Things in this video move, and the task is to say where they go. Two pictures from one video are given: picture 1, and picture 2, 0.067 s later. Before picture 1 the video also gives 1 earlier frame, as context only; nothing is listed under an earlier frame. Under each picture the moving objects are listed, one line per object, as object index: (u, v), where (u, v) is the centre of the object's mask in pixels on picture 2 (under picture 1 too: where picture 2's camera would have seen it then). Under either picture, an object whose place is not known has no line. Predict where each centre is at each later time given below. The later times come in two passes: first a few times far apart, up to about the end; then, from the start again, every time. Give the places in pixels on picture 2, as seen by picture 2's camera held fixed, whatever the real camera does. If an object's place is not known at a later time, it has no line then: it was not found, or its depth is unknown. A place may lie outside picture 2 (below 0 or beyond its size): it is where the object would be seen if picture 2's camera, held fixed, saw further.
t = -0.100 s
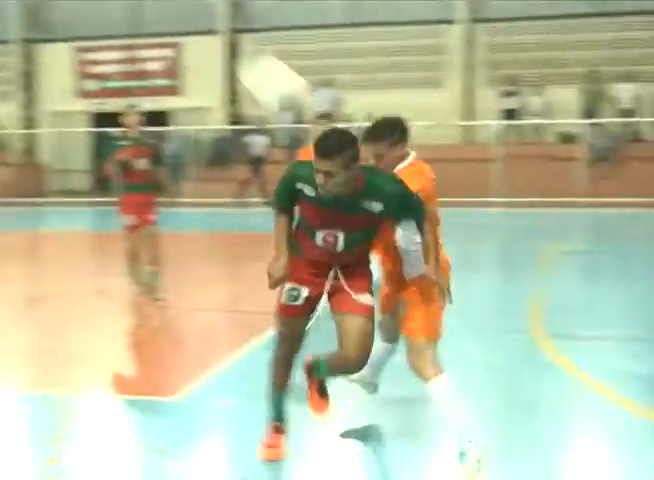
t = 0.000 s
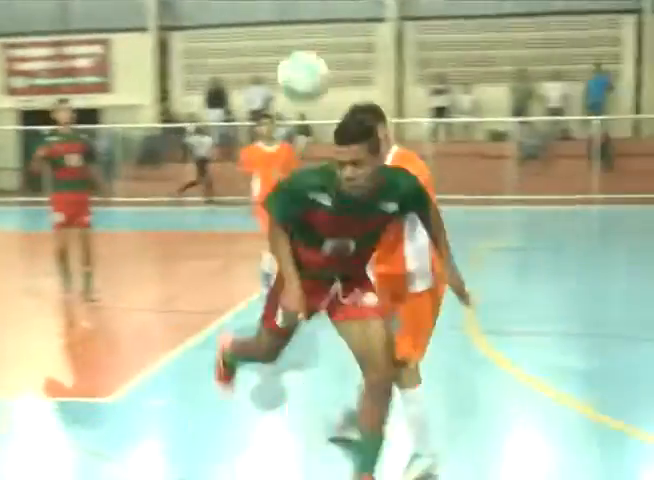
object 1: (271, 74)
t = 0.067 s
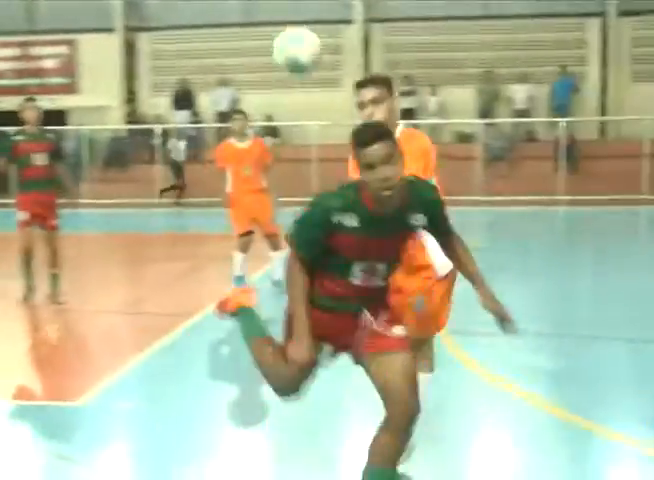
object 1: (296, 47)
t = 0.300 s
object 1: (373, 36)
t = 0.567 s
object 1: (438, 140)
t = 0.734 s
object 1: (471, 246)
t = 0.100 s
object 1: (308, 37)
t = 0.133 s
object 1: (320, 32)
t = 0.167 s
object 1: (331, 28)
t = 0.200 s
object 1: (342, 28)
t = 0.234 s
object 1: (351, 31)
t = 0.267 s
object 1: (361, 34)
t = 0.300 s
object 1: (373, 36)
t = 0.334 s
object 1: (382, 44)
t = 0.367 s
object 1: (392, 53)
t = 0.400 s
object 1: (395, 64)
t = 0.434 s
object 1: (409, 78)
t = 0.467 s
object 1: (417, 89)
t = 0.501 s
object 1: (425, 105)
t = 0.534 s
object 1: (432, 121)
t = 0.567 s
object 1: (438, 140)
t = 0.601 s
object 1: (444, 159)
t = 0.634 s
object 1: (452, 179)
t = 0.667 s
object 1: (458, 200)
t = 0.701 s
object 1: (465, 221)
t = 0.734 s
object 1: (471, 246)
